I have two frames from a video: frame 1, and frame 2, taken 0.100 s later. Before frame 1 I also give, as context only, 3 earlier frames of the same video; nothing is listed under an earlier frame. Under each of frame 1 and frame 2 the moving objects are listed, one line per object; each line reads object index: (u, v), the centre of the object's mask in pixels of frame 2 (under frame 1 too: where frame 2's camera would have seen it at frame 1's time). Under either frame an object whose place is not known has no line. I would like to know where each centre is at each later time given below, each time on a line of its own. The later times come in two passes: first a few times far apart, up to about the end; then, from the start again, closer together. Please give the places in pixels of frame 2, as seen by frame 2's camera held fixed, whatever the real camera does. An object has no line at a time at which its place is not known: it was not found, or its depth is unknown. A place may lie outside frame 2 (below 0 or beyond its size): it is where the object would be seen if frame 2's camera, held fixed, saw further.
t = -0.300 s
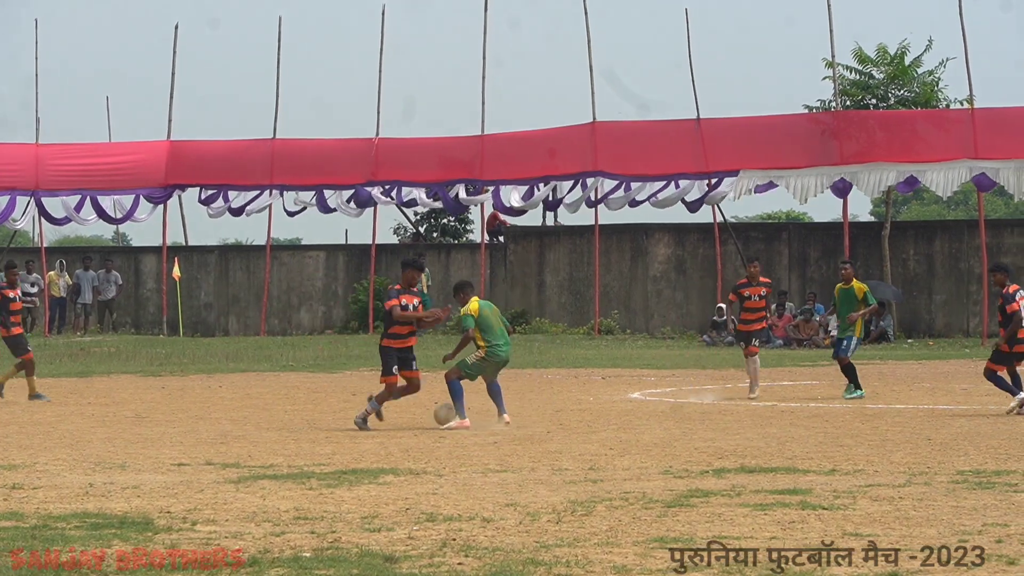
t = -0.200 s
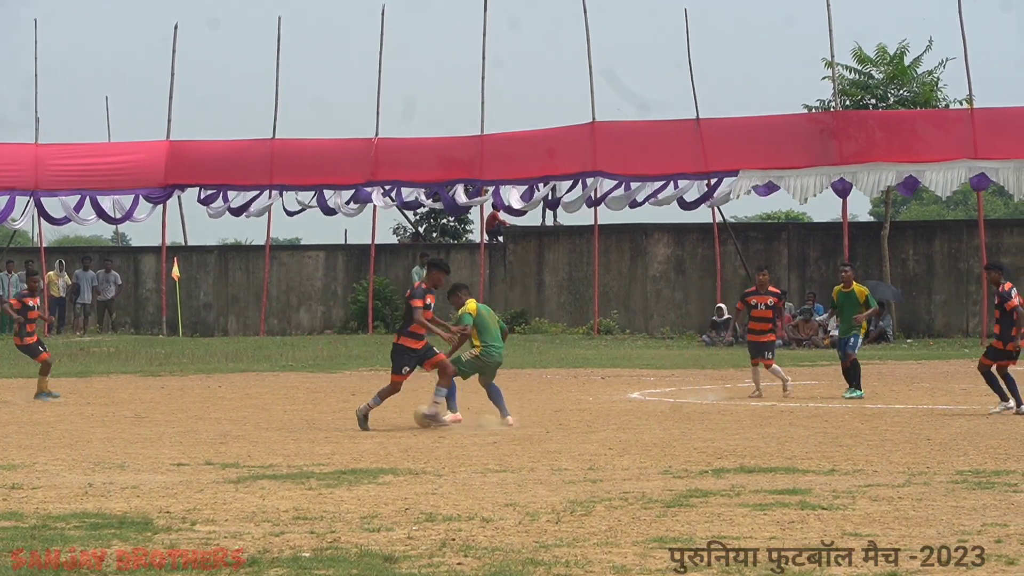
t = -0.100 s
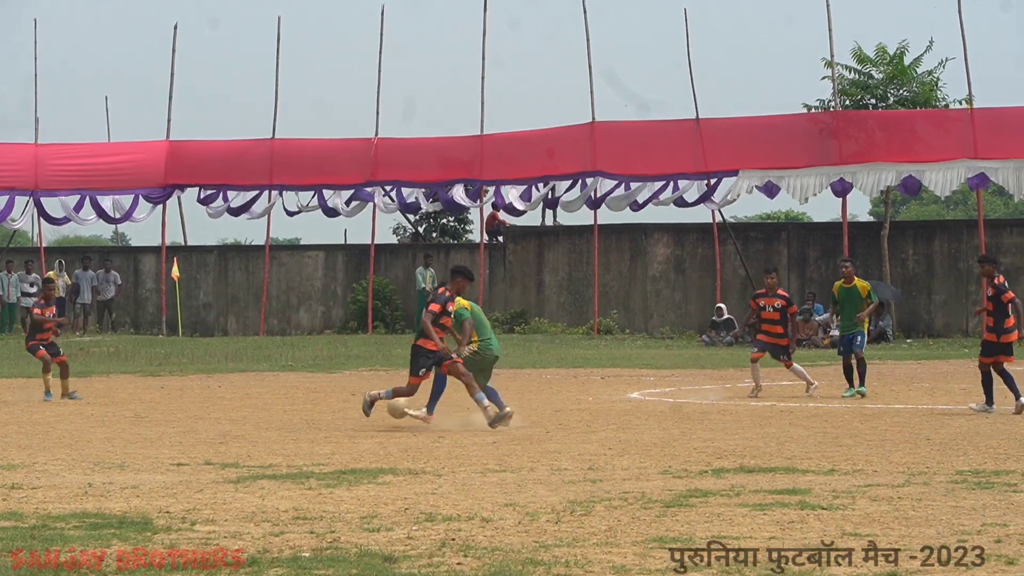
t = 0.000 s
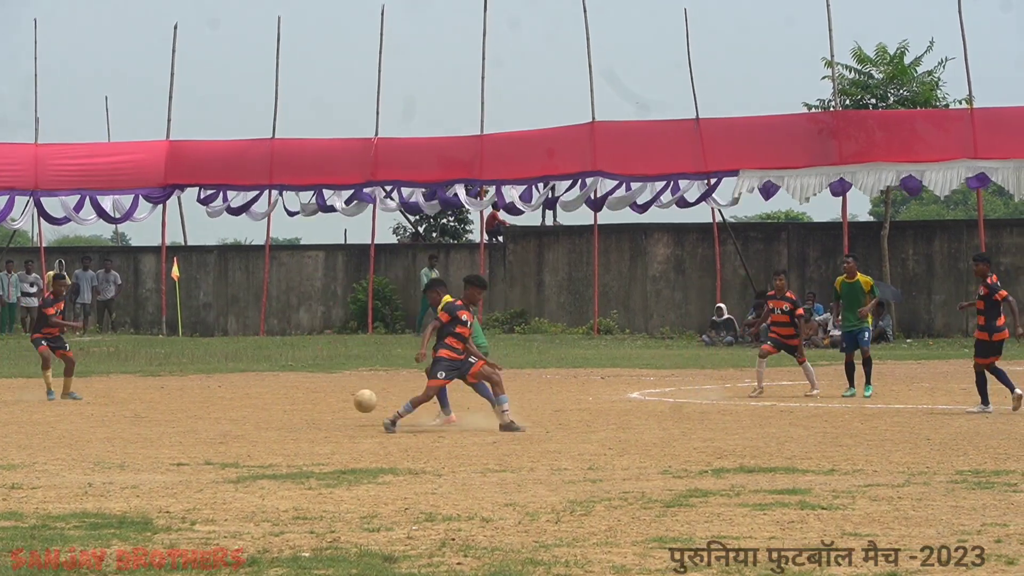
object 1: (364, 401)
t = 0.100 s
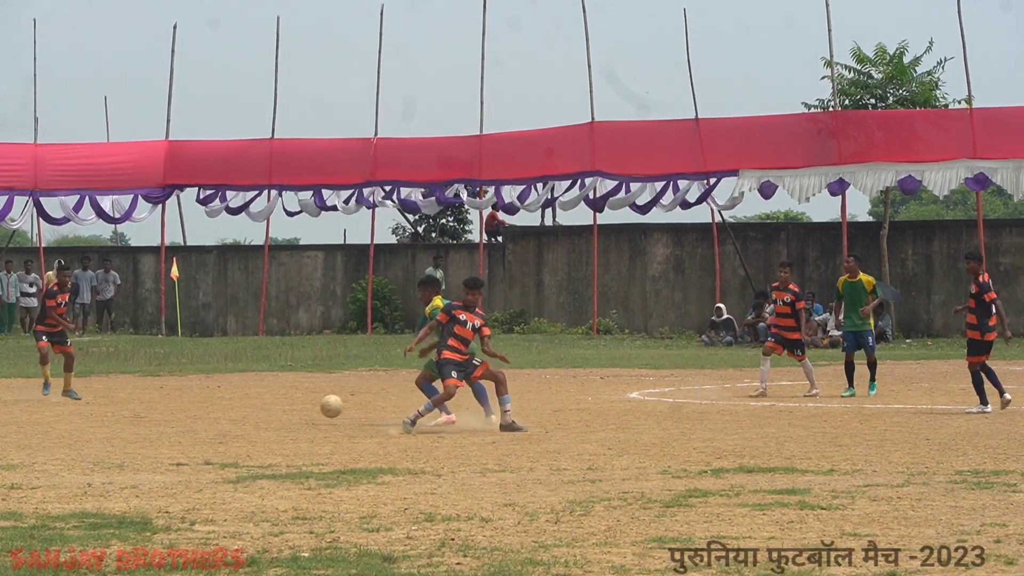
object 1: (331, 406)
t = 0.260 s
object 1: (289, 400)
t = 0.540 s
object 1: (227, 405)
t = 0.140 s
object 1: (318, 411)
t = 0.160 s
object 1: (313, 413)
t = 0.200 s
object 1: (303, 407)
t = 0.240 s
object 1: (294, 402)
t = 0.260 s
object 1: (289, 400)
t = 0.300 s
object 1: (280, 398)
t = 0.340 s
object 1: (270, 398)
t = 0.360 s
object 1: (266, 398)
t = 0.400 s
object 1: (257, 400)
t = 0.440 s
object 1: (247, 403)
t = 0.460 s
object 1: (243, 405)
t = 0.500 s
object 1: (234, 411)
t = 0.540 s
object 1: (227, 405)
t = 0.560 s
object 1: (224, 402)
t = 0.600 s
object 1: (217, 398)
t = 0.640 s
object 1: (210, 396)
